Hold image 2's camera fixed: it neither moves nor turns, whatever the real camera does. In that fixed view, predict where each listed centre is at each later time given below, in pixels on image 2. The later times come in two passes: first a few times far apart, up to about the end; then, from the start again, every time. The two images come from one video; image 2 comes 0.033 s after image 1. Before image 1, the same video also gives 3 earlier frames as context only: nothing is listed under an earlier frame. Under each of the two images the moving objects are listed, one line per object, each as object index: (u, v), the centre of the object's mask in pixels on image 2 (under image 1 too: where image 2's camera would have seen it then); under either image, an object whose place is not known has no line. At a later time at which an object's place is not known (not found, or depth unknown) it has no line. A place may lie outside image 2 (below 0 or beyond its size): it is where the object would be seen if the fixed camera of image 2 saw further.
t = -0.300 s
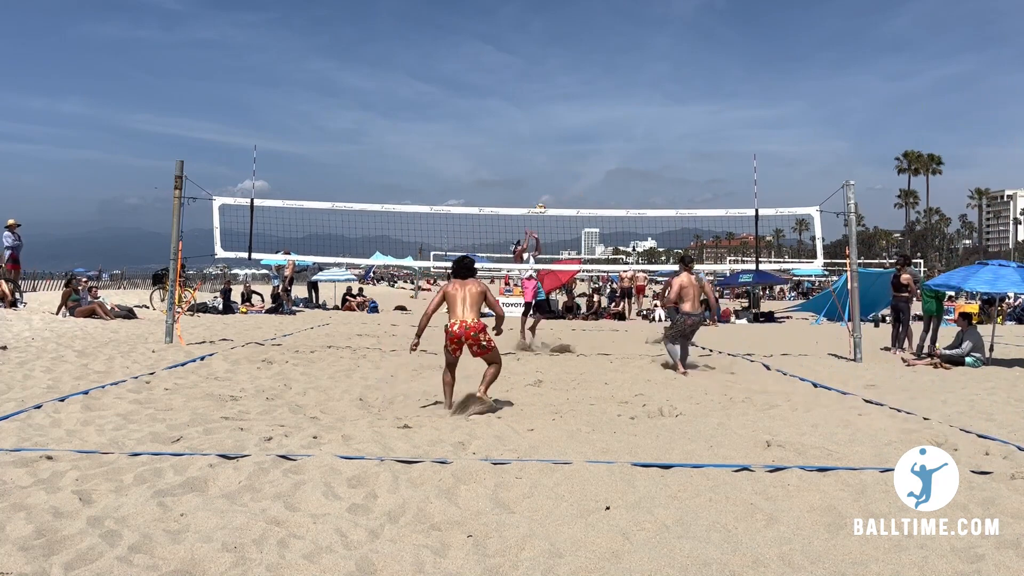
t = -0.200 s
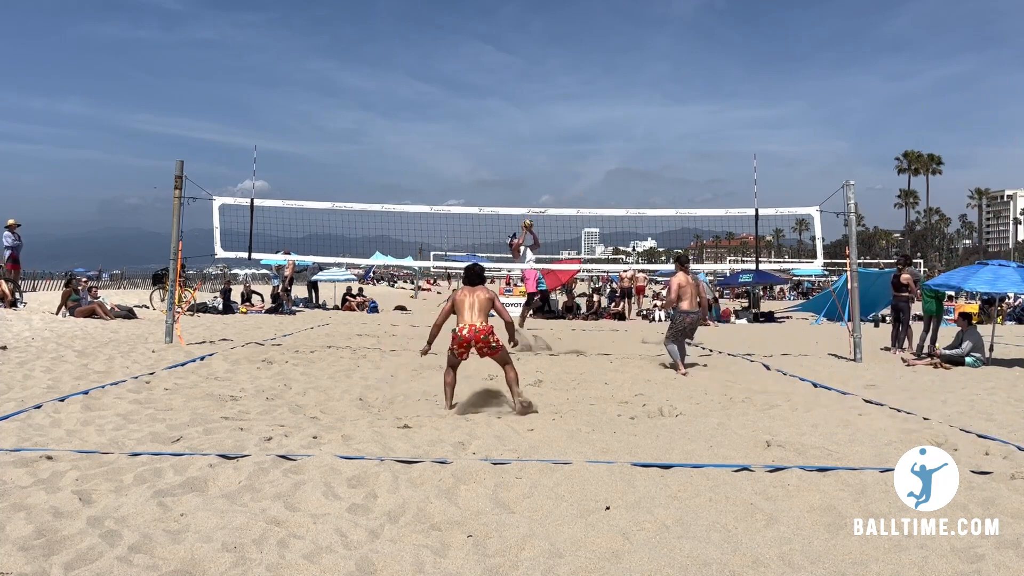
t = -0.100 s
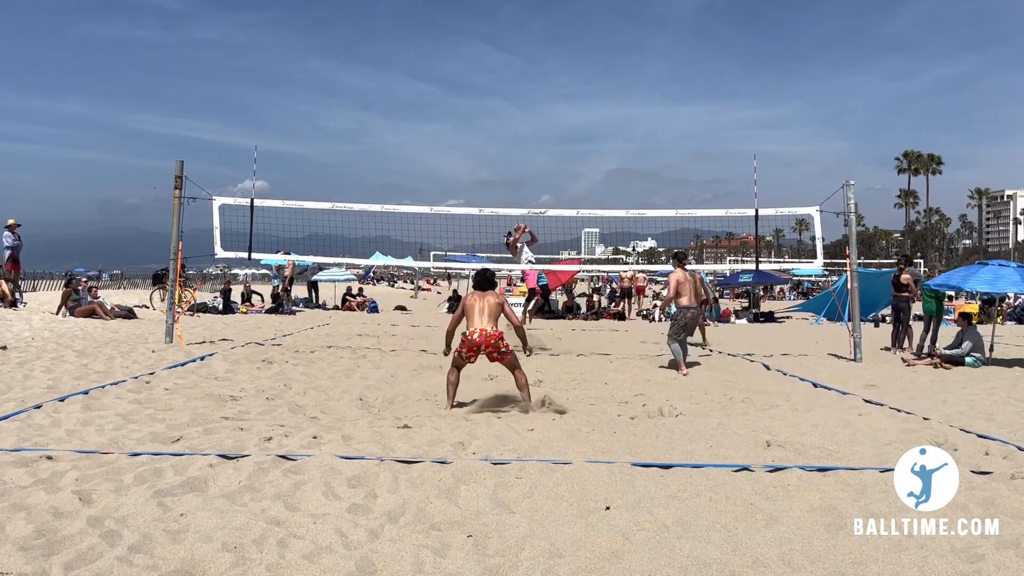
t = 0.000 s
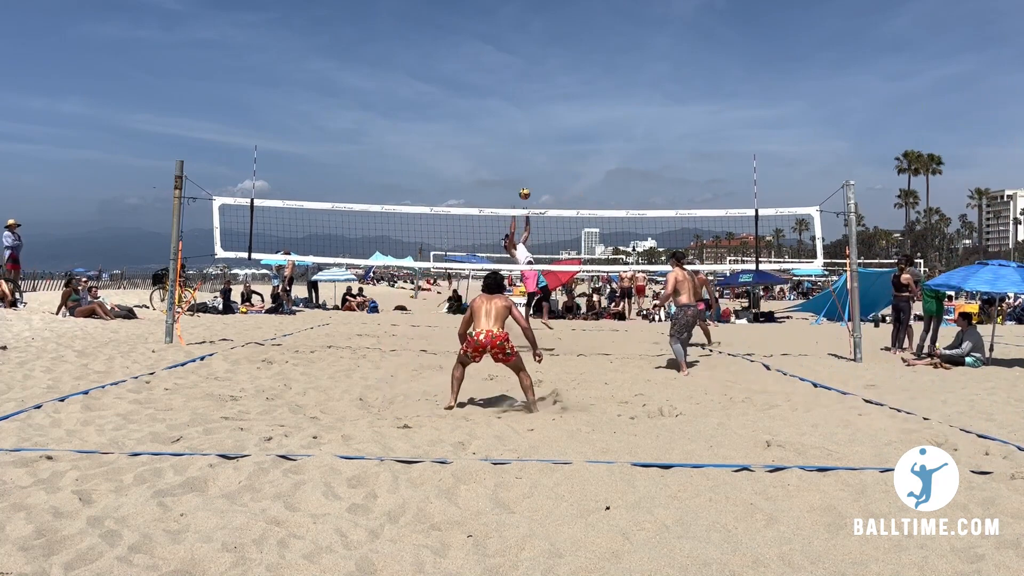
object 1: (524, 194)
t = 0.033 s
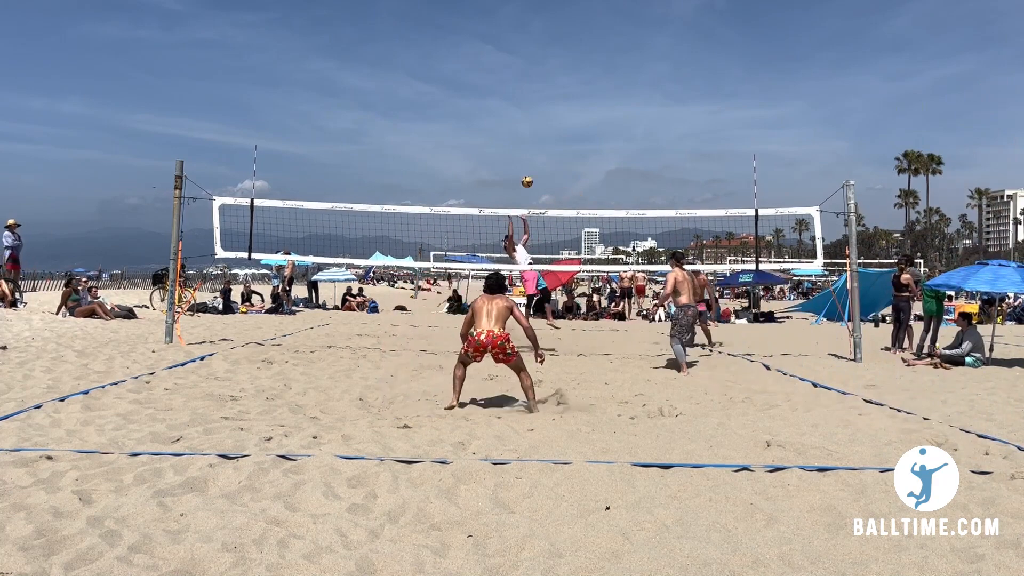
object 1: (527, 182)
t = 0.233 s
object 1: (543, 121)
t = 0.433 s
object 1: (559, 80)
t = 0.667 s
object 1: (580, 59)
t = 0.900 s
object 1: (601, 68)
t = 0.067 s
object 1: (529, 170)
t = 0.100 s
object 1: (532, 159)
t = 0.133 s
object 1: (535, 149)
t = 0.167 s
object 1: (537, 139)
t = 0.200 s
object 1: (540, 130)
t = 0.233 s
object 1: (543, 121)
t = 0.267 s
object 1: (545, 113)
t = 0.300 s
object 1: (548, 105)
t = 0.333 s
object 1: (551, 98)
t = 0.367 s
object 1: (554, 91)
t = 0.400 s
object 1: (556, 85)
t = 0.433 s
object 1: (559, 80)
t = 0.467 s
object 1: (562, 75)
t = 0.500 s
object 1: (565, 71)
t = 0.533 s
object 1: (568, 67)
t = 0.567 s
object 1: (571, 64)
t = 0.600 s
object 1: (574, 62)
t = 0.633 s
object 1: (577, 60)
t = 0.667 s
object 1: (580, 59)
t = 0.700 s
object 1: (583, 58)
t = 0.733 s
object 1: (585, 58)
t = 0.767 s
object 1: (588, 59)
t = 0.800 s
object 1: (591, 60)
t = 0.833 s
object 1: (595, 62)
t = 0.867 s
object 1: (598, 65)
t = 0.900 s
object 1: (601, 68)
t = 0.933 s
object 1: (604, 72)
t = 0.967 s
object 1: (607, 76)
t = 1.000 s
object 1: (610, 81)
